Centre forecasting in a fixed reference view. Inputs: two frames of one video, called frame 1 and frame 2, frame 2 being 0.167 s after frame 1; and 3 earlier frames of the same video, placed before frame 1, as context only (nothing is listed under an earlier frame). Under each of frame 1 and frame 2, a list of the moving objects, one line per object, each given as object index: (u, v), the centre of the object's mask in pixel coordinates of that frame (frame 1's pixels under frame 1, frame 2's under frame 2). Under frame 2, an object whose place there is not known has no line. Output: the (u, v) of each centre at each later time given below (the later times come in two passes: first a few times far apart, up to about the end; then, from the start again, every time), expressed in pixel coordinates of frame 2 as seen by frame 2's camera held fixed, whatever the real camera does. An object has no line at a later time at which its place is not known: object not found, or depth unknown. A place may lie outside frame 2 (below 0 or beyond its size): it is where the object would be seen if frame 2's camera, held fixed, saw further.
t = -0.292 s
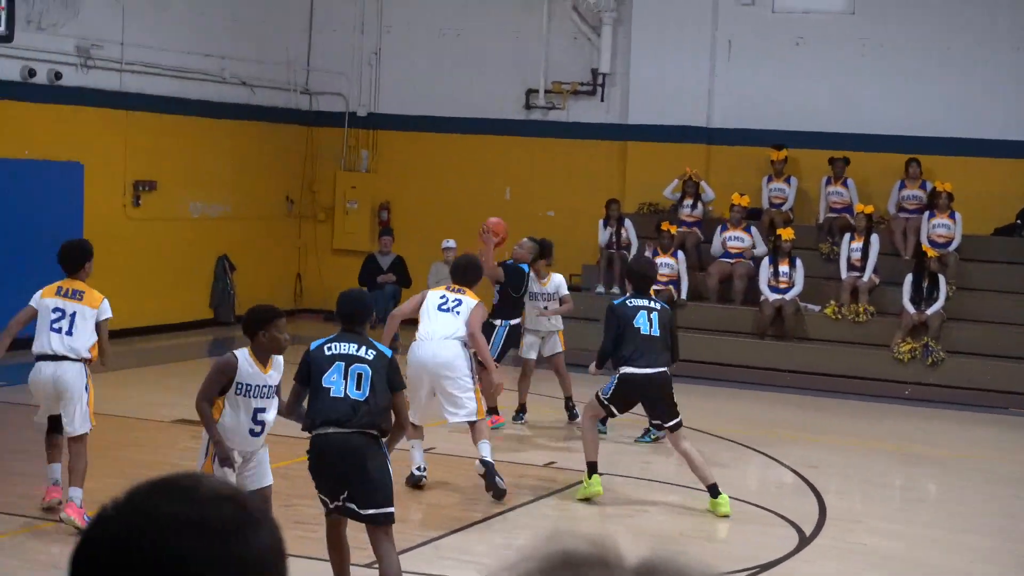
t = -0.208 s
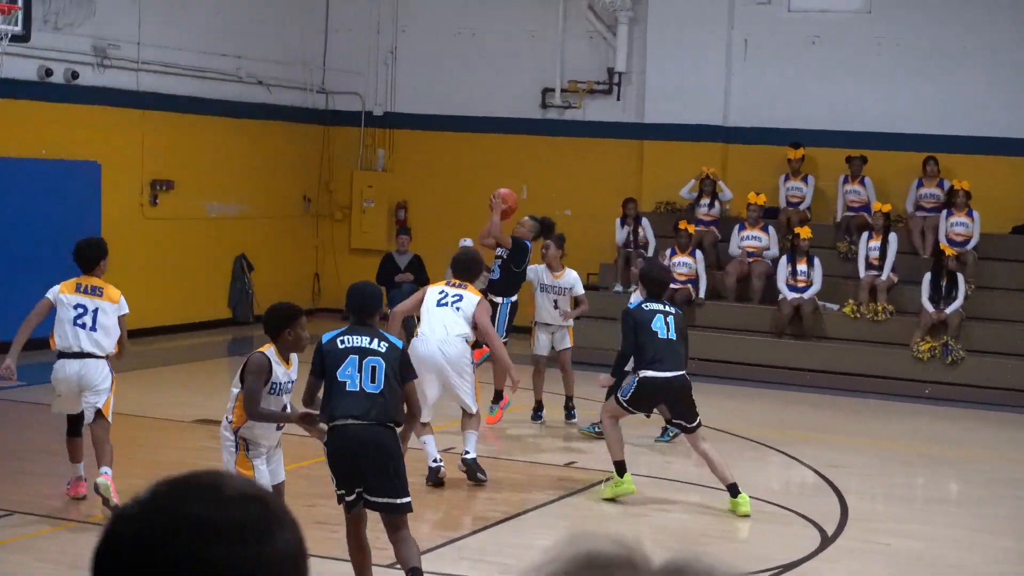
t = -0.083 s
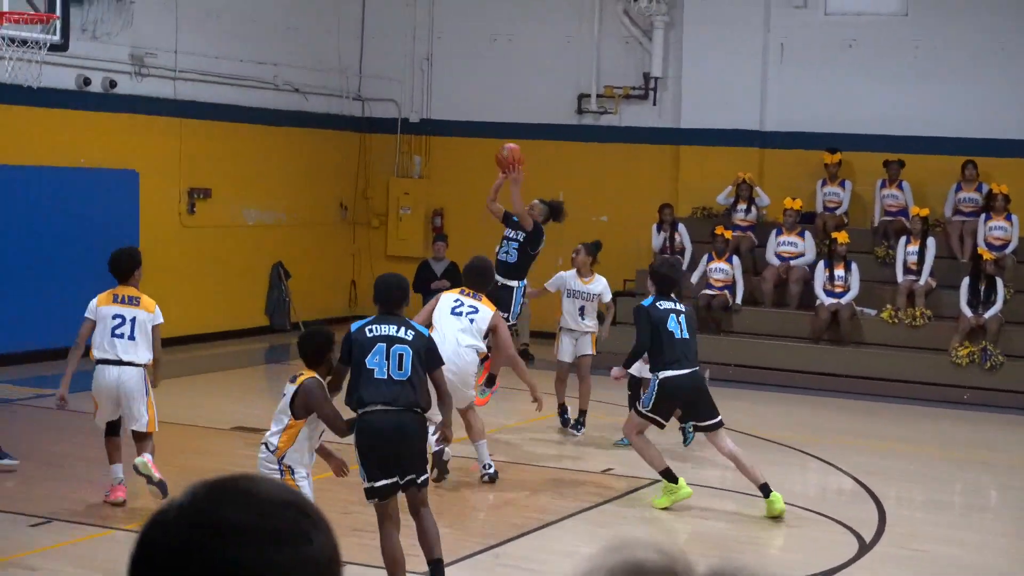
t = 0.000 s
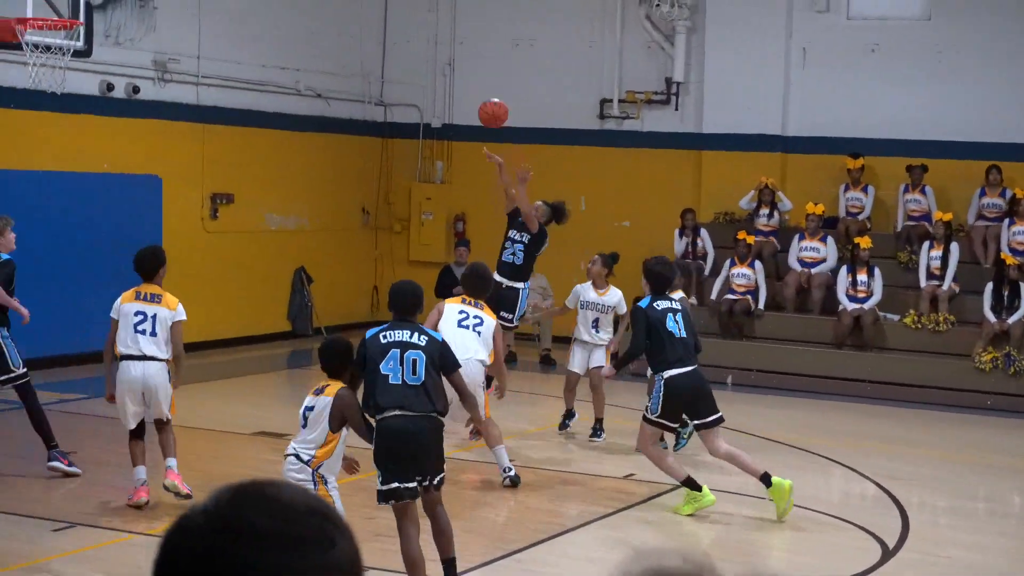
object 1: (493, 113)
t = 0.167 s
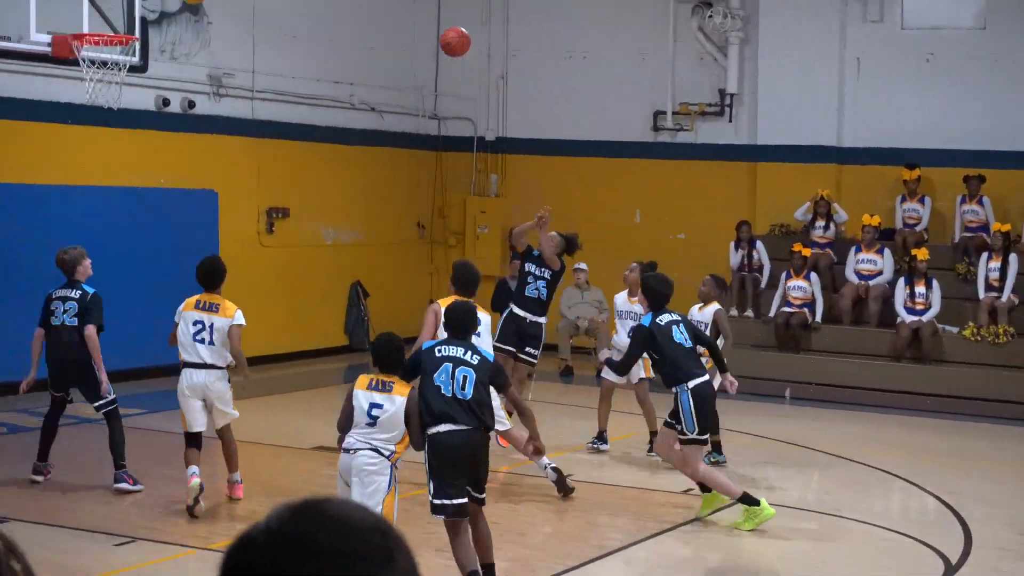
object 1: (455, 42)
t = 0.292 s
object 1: (386, -3)
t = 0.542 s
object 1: (234, -37)
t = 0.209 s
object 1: (432, 26)
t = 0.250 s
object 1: (410, 11)
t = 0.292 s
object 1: (386, -3)
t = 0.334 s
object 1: (361, -15)
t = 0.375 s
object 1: (336, -24)
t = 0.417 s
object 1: (312, -30)
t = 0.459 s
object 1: (287, -35)
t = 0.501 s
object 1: (259, -36)
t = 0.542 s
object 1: (234, -37)
